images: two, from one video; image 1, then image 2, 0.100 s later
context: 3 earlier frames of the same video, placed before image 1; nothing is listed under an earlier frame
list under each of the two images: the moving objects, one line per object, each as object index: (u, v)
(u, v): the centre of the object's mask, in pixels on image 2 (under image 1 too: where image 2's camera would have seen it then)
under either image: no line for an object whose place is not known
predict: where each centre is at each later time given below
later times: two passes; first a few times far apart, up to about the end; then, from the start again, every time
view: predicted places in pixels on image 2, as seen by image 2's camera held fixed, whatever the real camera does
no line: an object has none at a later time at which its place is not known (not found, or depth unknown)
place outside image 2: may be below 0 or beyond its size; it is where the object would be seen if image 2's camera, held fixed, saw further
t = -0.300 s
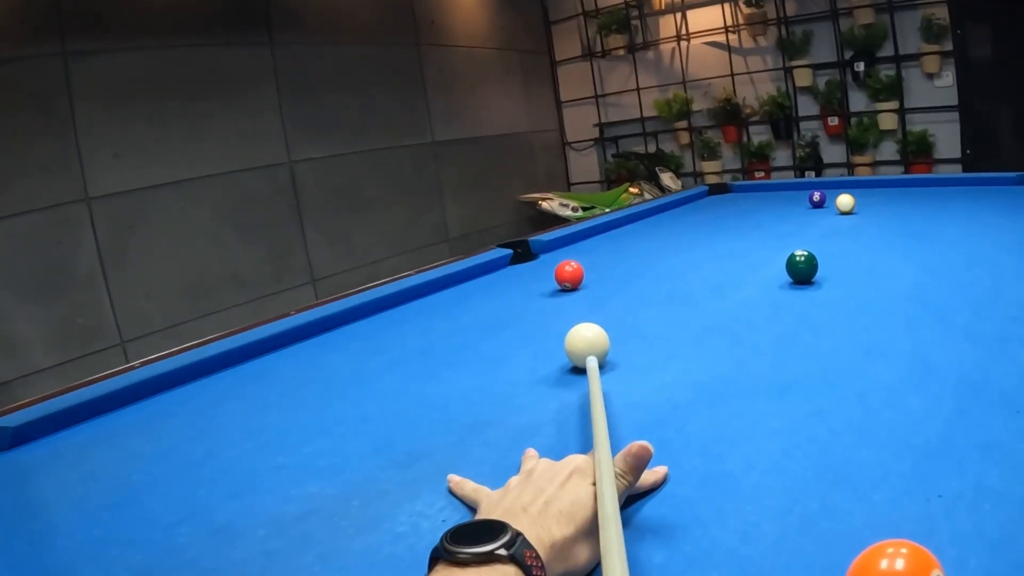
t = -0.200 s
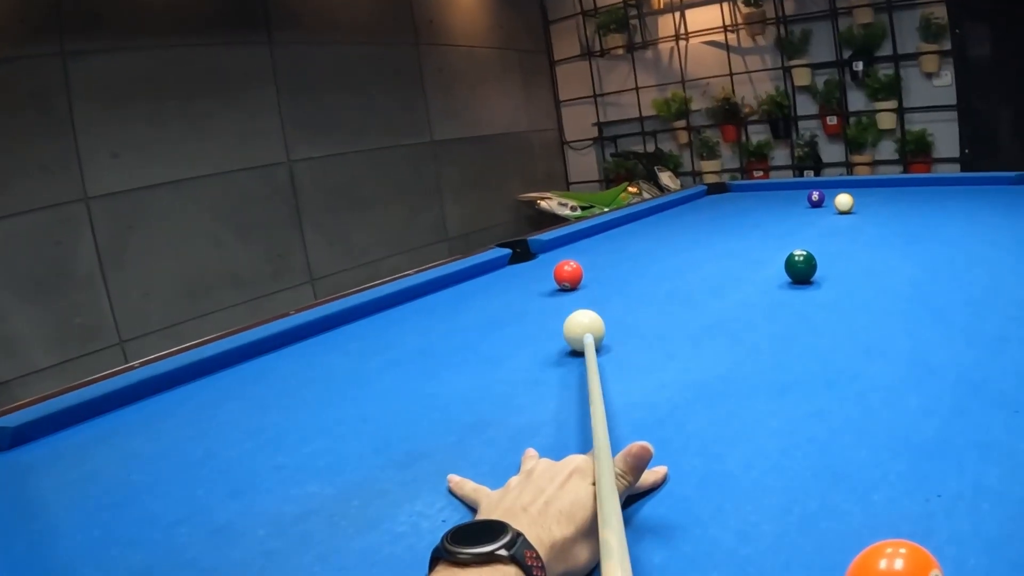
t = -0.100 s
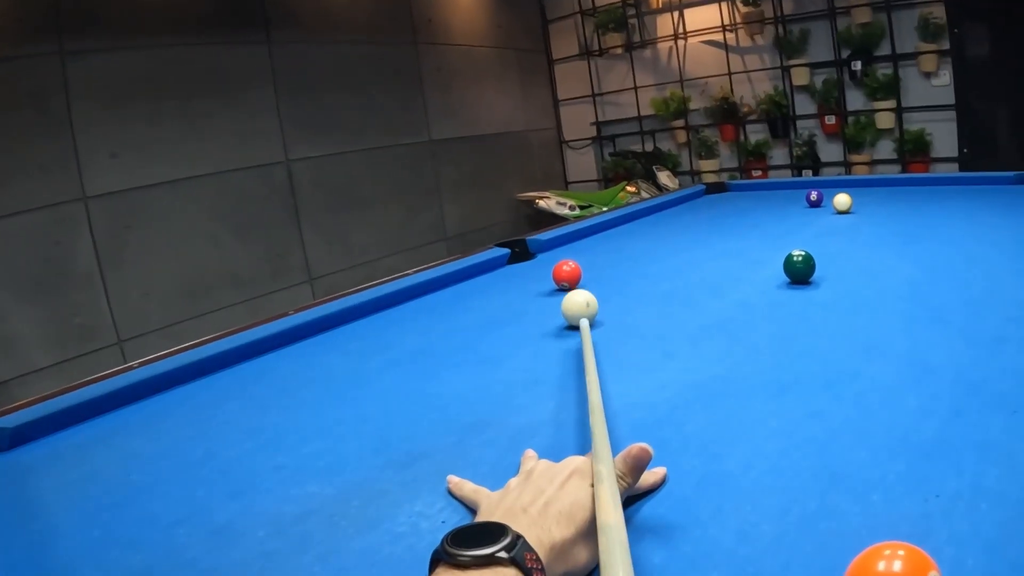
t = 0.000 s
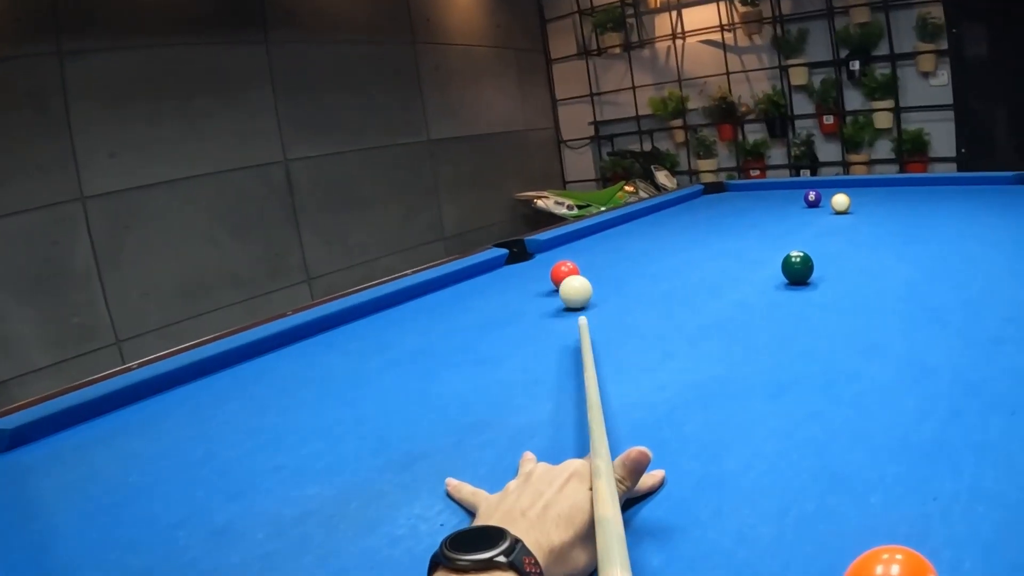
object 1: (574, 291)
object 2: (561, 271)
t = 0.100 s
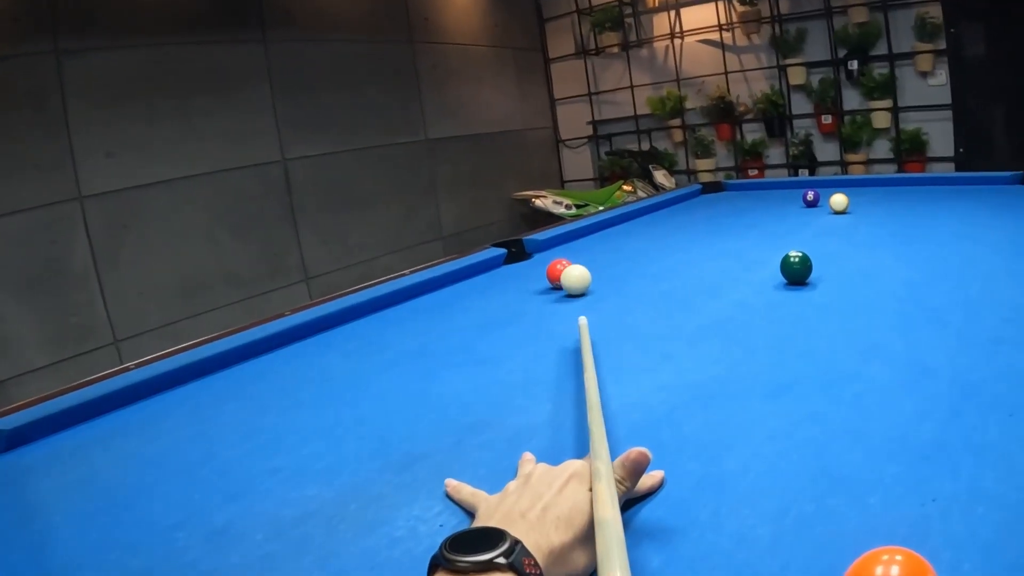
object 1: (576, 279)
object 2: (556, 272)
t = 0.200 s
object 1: (588, 275)
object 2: (549, 267)
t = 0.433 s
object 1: (610, 264)
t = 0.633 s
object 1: (625, 256)
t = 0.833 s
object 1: (636, 250)
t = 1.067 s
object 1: (647, 242)
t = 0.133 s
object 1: (580, 278)
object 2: (555, 271)
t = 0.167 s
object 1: (584, 277)
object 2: (553, 269)
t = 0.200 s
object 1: (588, 275)
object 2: (549, 267)
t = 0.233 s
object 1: (591, 274)
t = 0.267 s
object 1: (595, 272)
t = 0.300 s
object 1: (598, 270)
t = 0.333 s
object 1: (601, 269)
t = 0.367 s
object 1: (604, 267)
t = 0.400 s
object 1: (607, 266)
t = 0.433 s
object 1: (610, 264)
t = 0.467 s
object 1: (613, 263)
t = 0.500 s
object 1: (615, 261)
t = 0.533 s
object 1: (618, 260)
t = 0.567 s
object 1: (620, 259)
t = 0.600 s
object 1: (622, 257)
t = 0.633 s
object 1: (625, 256)
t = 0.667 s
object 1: (627, 255)
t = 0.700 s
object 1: (629, 254)
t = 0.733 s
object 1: (631, 253)
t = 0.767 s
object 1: (633, 252)
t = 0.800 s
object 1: (635, 251)
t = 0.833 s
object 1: (636, 250)
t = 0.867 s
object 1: (638, 249)
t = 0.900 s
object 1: (640, 248)
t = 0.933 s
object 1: (641, 246)
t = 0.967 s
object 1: (643, 245)
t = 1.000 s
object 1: (644, 244)
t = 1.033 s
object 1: (646, 243)
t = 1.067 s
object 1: (647, 242)
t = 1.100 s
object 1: (649, 242)
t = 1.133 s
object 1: (650, 241)
